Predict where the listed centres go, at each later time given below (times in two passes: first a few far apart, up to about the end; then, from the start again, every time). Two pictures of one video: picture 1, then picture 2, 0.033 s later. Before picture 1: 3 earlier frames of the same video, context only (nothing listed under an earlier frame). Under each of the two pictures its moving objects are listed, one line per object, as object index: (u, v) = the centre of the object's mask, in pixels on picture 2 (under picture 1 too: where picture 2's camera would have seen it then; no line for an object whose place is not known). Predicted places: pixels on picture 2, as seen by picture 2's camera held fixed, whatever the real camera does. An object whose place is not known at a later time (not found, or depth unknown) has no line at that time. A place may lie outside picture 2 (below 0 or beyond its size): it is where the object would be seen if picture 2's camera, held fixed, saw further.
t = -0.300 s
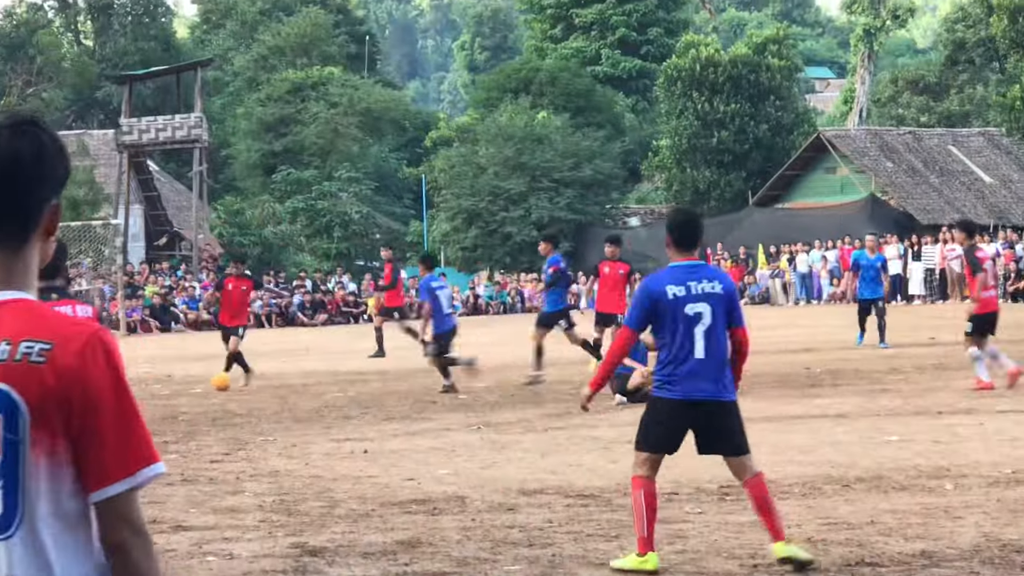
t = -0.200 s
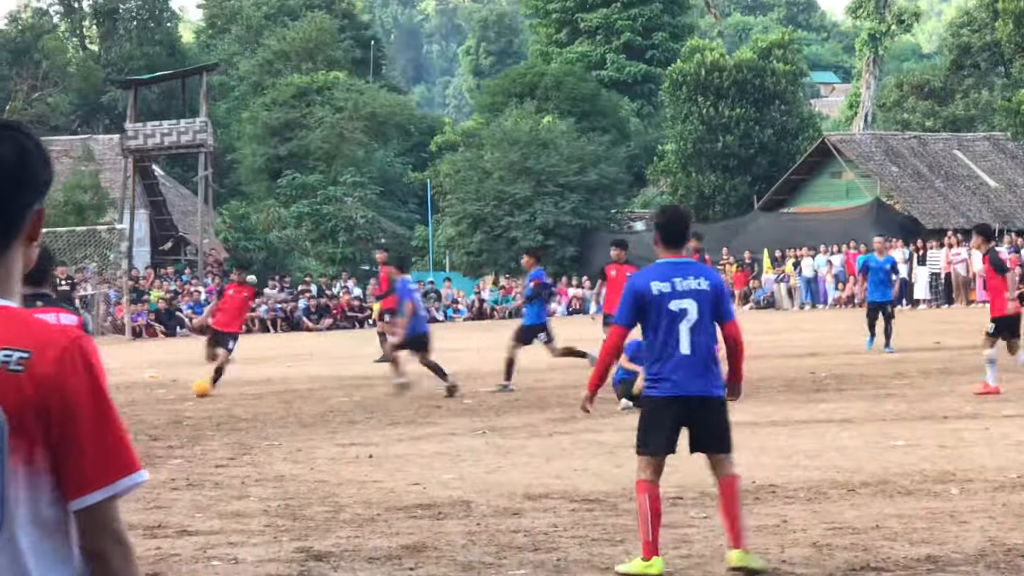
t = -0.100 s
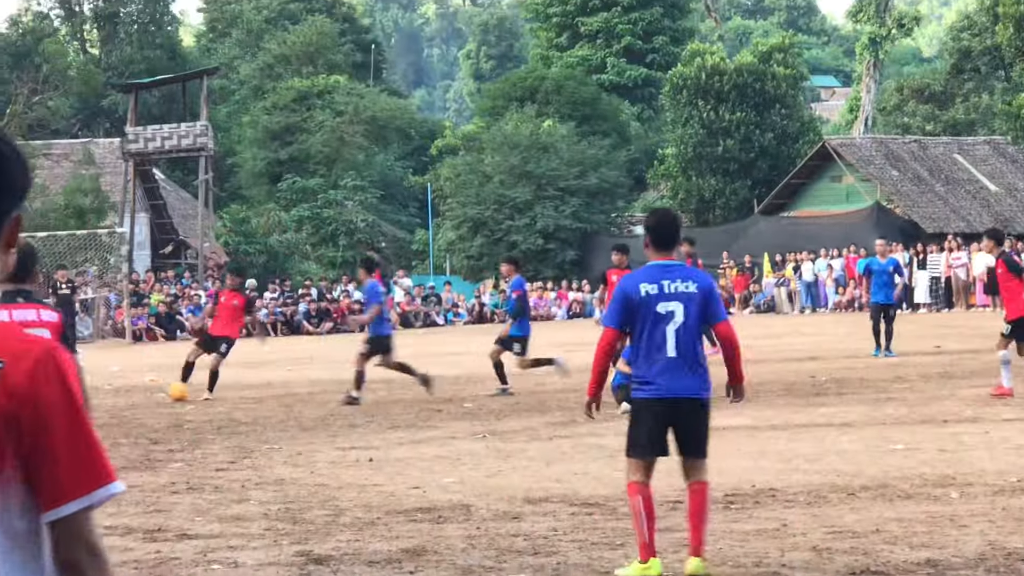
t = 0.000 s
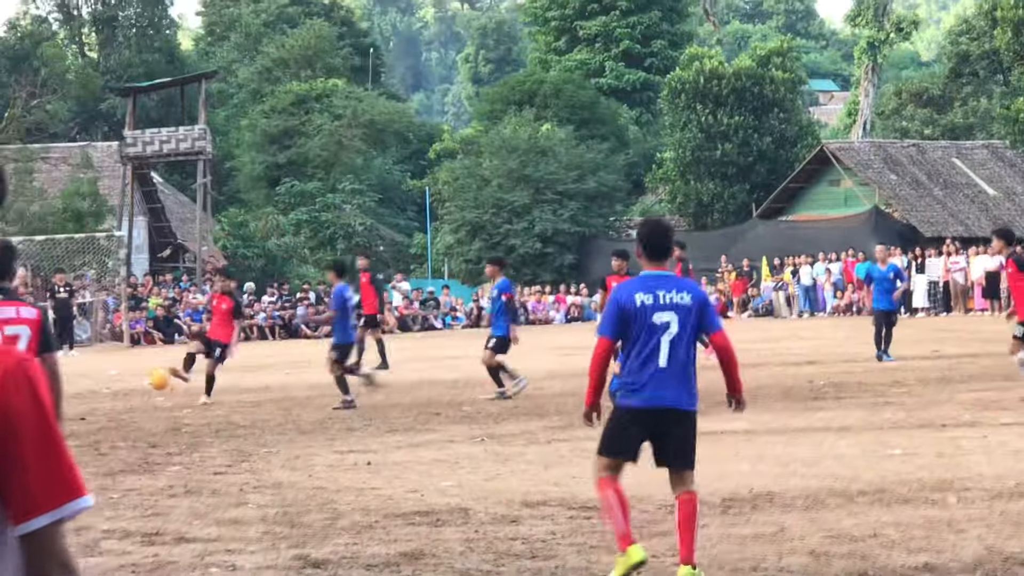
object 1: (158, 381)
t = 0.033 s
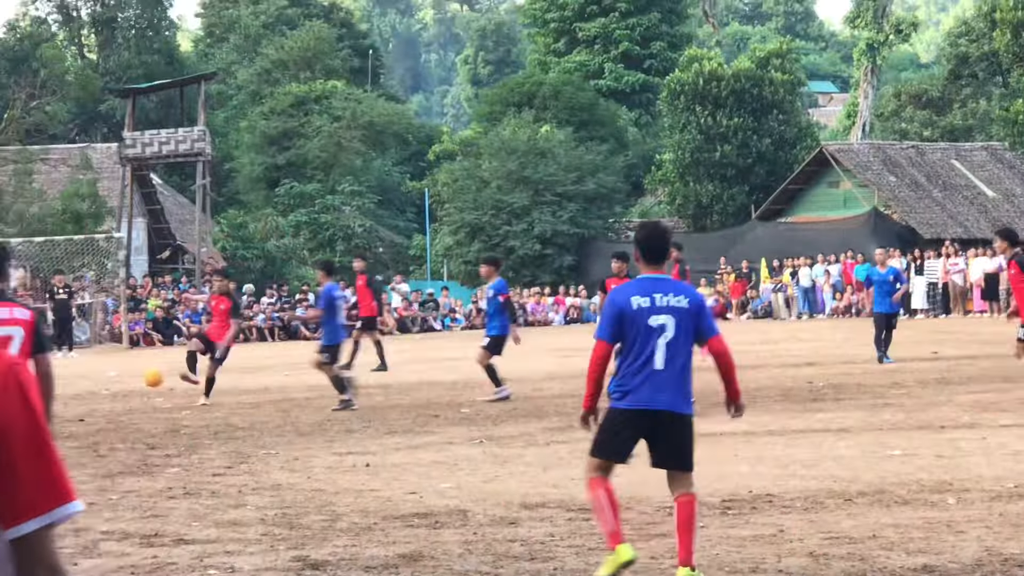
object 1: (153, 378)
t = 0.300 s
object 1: (111, 388)
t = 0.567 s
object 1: (62, 436)
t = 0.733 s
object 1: (33, 442)
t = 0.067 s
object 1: (148, 376)
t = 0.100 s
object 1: (144, 374)
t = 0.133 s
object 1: (138, 372)
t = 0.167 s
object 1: (134, 373)
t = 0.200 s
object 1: (128, 375)
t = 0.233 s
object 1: (123, 378)
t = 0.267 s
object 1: (116, 383)
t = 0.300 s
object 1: (111, 388)
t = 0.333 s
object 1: (105, 397)
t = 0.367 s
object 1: (100, 406)
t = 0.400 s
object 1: (92, 418)
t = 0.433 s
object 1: (86, 431)
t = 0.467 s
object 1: (80, 446)
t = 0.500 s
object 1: (73, 444)
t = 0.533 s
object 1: (68, 439)
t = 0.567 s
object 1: (62, 436)
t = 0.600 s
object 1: (56, 433)
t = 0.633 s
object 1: (50, 433)
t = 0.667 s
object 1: (45, 435)
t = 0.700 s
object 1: (39, 438)
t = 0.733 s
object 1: (33, 442)
